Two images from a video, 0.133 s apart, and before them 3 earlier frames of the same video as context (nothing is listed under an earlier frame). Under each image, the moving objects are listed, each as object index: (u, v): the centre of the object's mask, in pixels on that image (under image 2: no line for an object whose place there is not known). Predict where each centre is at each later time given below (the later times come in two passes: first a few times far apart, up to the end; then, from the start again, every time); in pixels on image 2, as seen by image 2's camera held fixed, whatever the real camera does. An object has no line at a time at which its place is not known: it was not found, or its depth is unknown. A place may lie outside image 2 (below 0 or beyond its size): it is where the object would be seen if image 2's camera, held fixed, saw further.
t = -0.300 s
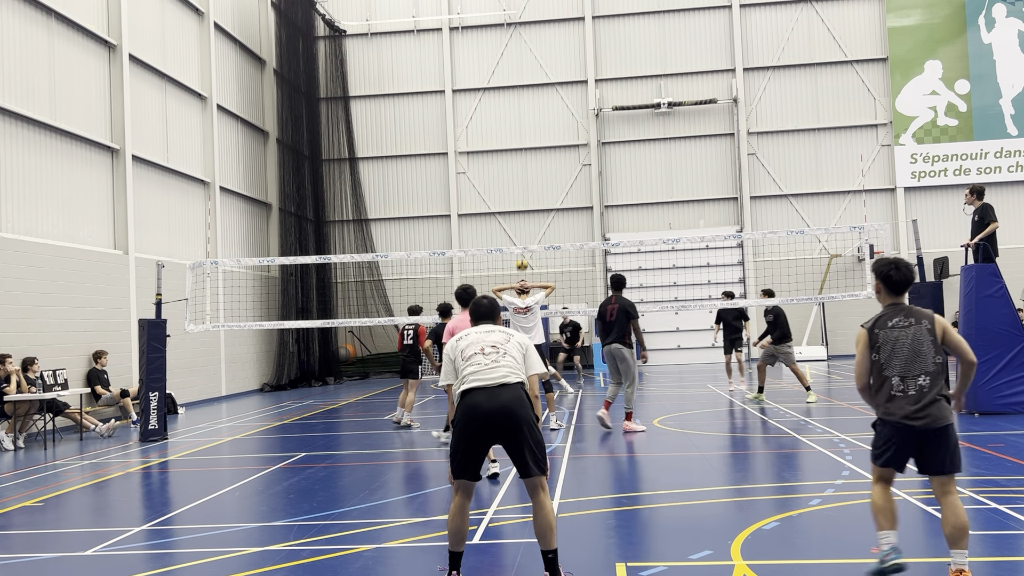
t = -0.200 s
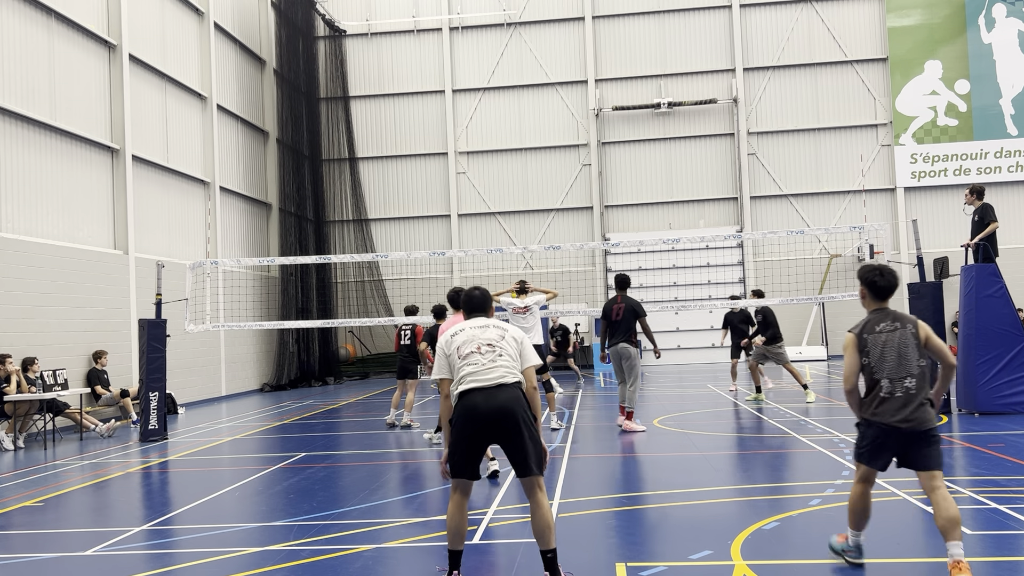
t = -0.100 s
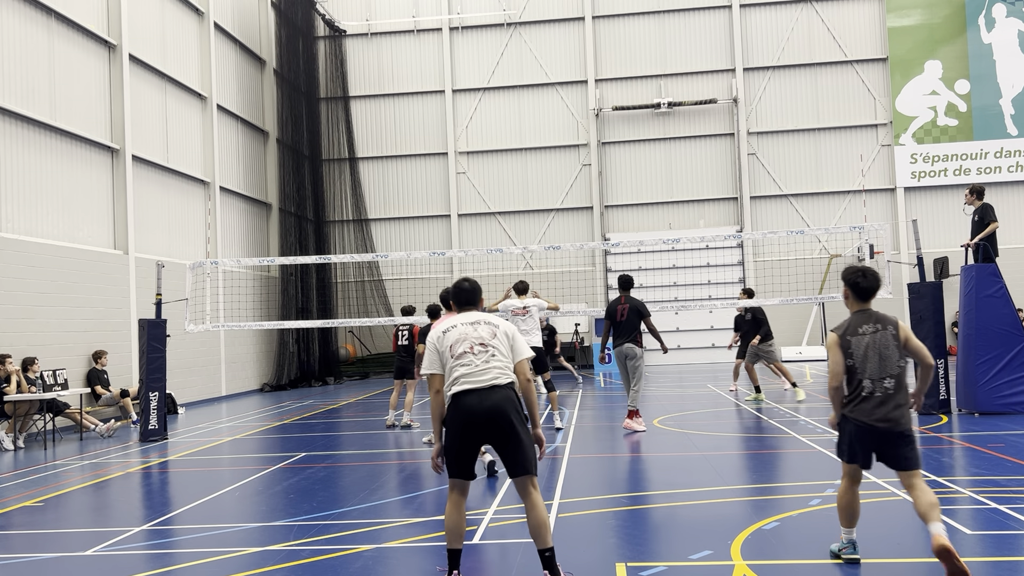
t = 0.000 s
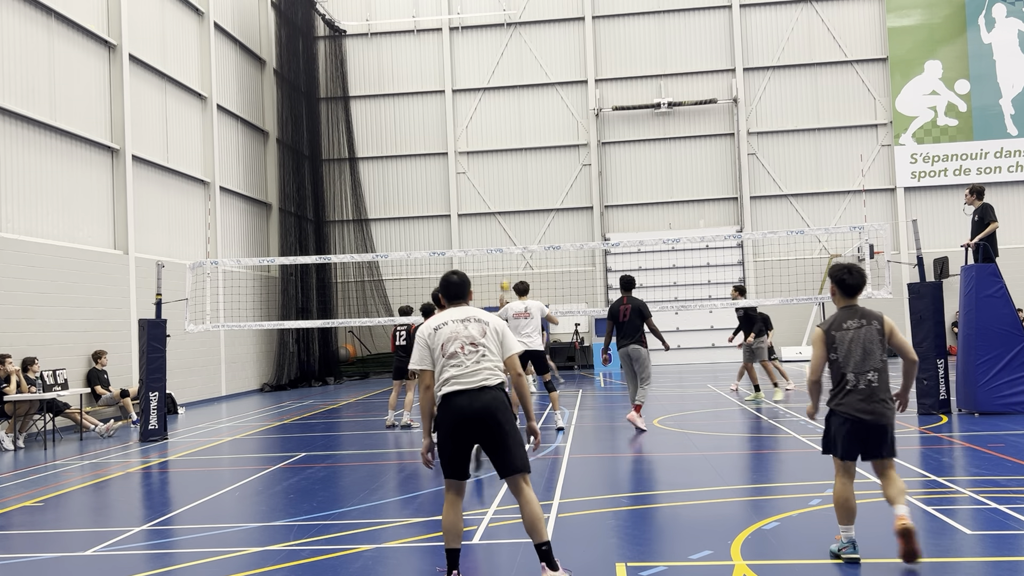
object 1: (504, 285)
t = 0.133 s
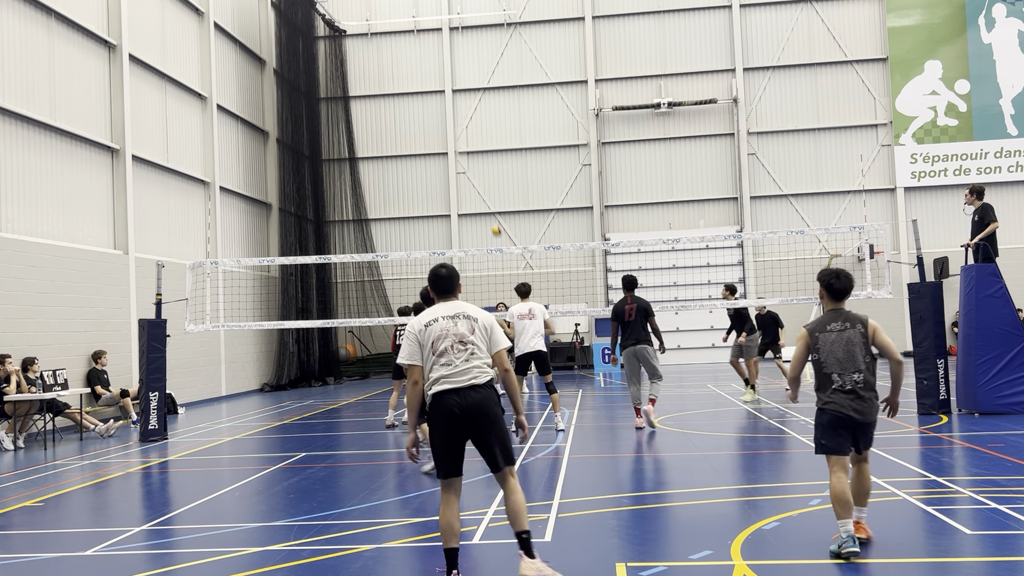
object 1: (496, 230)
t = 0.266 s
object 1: (488, 183)
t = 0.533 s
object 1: (471, 118)
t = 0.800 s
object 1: (455, 88)
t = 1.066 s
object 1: (441, 95)
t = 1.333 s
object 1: (428, 138)
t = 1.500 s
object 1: (421, 183)
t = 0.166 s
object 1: (494, 217)
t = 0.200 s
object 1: (492, 205)
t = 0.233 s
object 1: (490, 194)
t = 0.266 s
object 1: (488, 183)
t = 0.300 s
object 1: (485, 173)
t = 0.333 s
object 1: (483, 164)
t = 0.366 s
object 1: (482, 155)
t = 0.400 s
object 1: (479, 146)
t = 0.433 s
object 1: (477, 138)
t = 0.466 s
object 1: (475, 131)
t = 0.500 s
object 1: (472, 124)
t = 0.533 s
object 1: (471, 118)
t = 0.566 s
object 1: (469, 112)
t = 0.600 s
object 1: (467, 107)
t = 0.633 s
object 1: (464, 103)
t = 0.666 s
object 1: (462, 98)
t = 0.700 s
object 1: (461, 95)
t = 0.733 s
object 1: (459, 92)
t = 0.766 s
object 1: (457, 90)
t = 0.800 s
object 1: (455, 88)
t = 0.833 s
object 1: (453, 87)
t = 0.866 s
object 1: (451, 87)
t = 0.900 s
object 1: (449, 86)
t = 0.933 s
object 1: (448, 87)
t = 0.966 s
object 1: (446, 88)
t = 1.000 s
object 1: (444, 90)
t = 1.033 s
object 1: (443, 92)
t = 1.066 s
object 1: (441, 95)
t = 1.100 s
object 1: (439, 98)
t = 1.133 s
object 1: (438, 102)
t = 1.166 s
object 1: (436, 107)
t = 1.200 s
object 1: (434, 112)
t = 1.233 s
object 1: (433, 118)
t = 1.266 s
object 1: (431, 124)
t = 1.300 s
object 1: (430, 131)
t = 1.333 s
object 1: (428, 138)
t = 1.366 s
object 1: (426, 146)
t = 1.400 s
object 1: (425, 155)
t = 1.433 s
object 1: (424, 164)
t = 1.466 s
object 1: (422, 173)
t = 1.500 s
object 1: (421, 183)
